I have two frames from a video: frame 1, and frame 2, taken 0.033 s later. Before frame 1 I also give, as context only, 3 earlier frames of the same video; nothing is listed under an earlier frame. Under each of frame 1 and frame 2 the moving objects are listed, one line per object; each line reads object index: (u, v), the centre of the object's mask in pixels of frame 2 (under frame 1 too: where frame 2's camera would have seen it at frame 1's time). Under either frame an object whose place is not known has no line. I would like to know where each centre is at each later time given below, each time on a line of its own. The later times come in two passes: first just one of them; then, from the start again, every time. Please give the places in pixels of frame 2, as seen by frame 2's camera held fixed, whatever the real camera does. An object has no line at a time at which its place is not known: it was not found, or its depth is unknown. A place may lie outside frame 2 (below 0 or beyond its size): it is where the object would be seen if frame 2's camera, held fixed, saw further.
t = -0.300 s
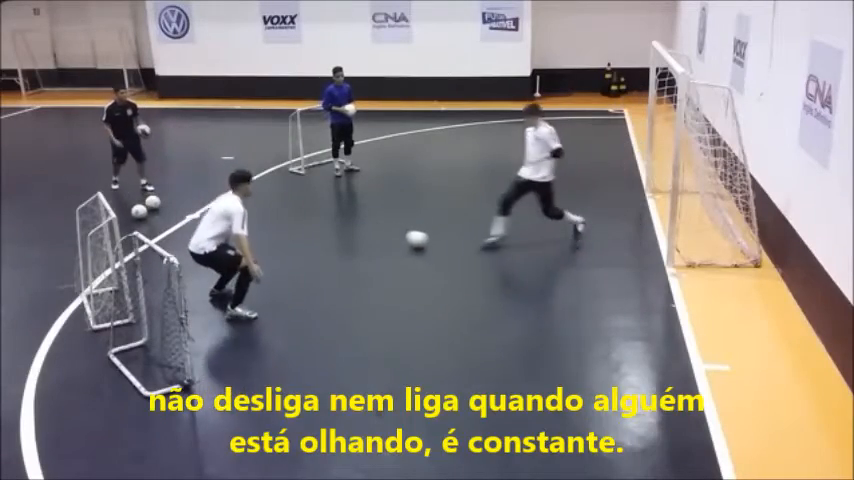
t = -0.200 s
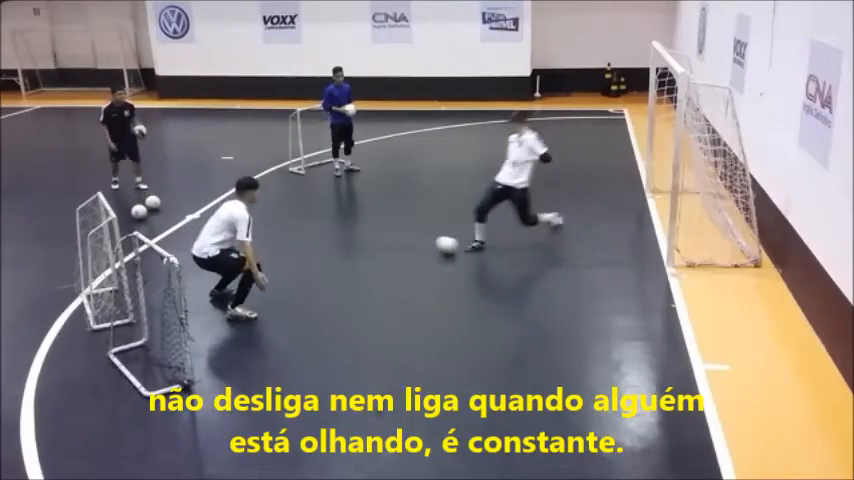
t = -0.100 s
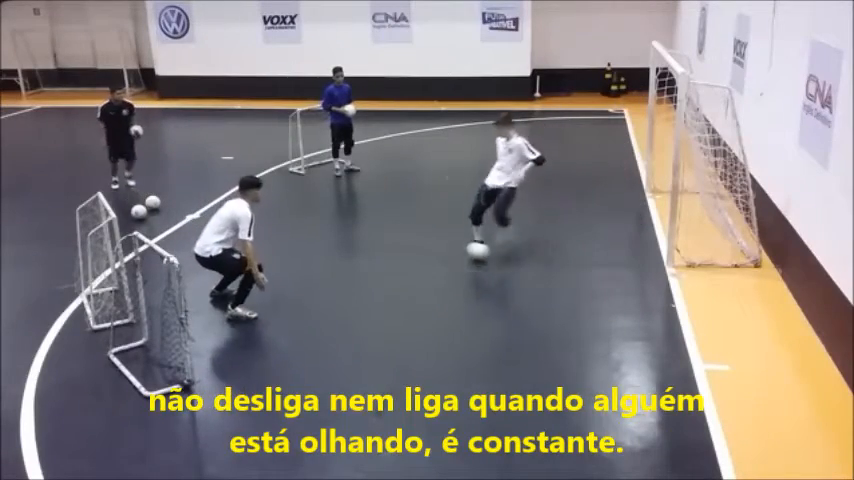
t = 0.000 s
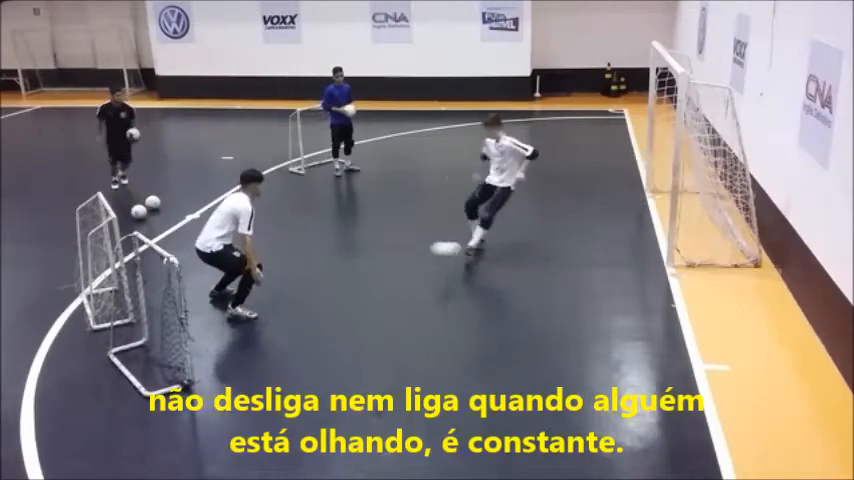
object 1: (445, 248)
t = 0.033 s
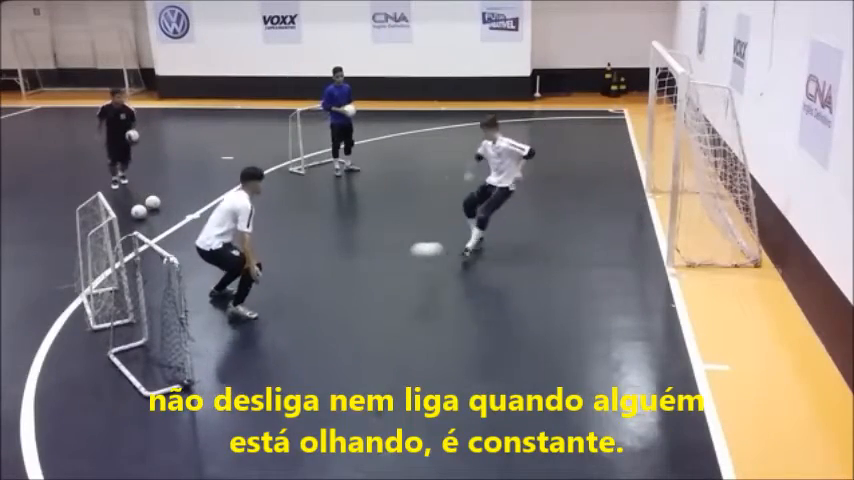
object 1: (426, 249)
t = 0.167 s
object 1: (340, 263)
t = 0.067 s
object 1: (406, 251)
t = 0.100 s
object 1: (385, 254)
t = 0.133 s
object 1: (363, 258)
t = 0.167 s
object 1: (340, 263)
